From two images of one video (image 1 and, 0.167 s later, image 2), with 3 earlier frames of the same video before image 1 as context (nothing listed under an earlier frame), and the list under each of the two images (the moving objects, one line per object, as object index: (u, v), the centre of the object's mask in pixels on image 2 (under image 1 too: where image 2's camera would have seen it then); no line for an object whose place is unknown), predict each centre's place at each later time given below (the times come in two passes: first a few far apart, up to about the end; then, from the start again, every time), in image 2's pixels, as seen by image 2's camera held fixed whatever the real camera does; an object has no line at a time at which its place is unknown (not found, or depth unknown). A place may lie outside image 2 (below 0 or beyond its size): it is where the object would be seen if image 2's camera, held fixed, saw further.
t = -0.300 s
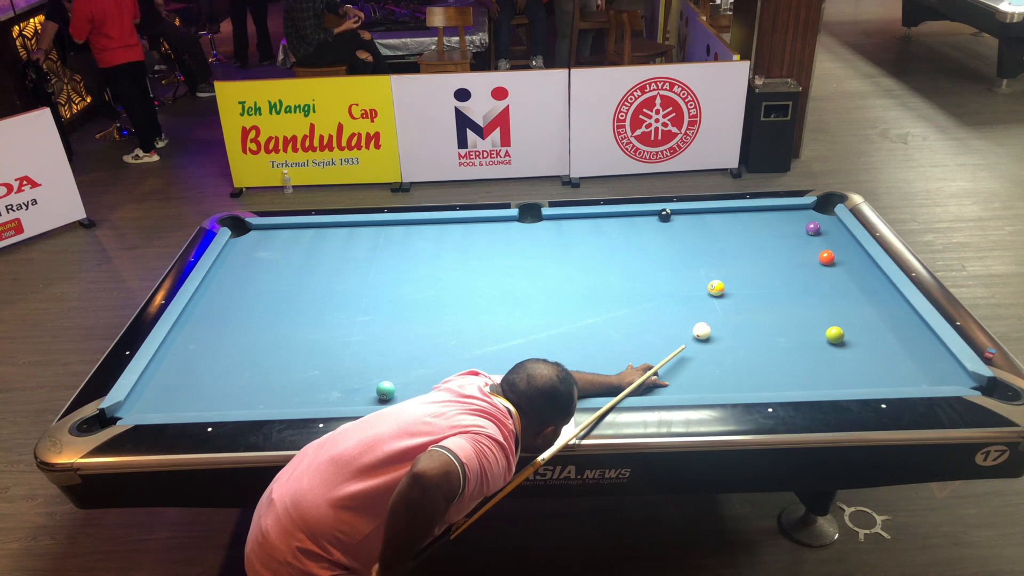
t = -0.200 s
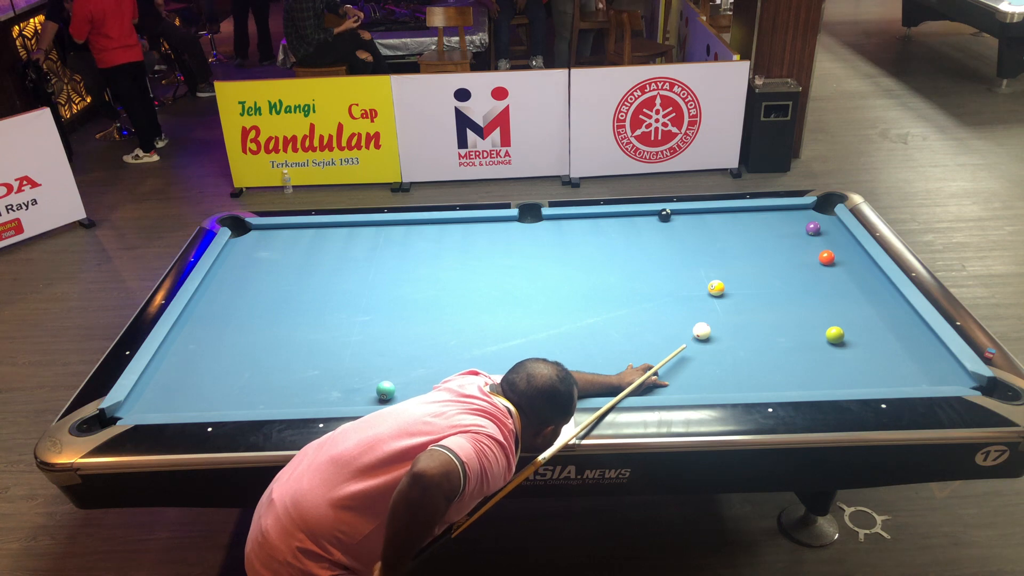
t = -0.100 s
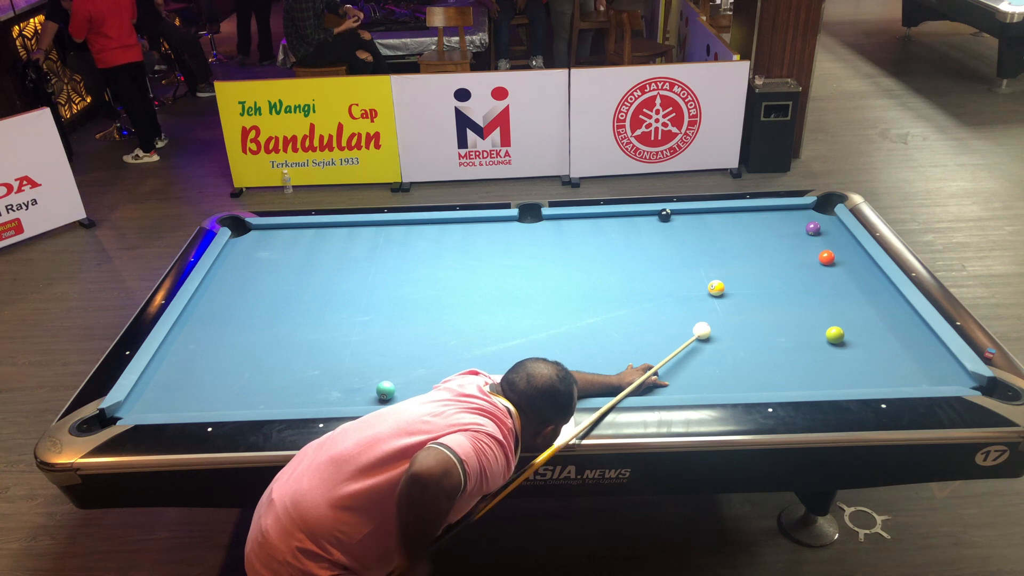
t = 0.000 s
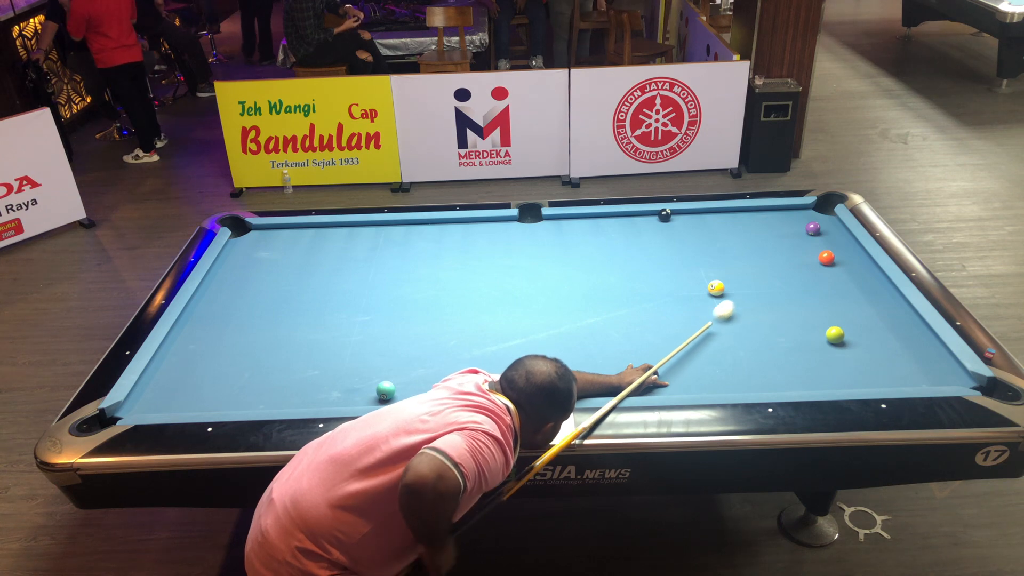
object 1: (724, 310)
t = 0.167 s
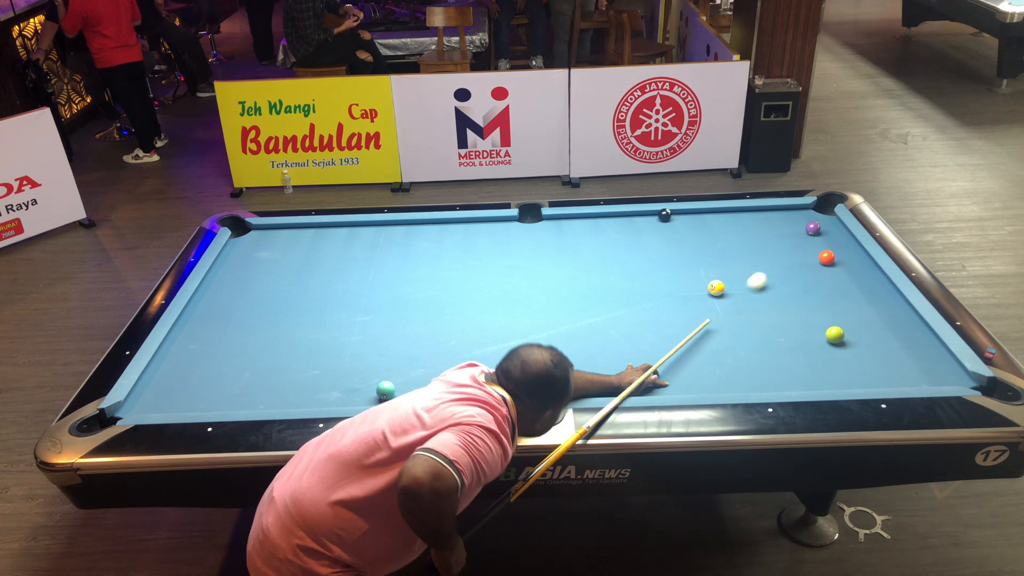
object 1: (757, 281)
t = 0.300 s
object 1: (780, 261)
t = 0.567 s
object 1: (817, 234)
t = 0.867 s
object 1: (839, 231)
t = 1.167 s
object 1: (826, 233)
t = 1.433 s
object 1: (816, 235)
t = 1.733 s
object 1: (806, 237)
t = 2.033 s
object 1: (798, 239)
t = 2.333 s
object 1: (792, 240)
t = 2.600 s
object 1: (788, 241)
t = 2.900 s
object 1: (785, 242)
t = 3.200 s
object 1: (783, 242)
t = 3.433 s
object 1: (783, 242)
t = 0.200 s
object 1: (763, 276)
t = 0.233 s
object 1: (769, 271)
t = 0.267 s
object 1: (774, 266)
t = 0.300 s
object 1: (780, 261)
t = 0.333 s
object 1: (785, 256)
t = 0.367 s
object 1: (790, 252)
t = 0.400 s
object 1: (795, 247)
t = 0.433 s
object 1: (800, 243)
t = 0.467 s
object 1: (805, 238)
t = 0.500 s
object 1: (810, 235)
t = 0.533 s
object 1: (813, 234)
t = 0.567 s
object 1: (817, 234)
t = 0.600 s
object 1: (820, 234)
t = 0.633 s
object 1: (823, 234)
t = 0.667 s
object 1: (827, 233)
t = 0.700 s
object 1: (830, 233)
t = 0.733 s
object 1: (833, 232)
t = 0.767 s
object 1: (837, 231)
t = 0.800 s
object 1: (840, 230)
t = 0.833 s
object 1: (841, 230)
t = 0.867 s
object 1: (839, 231)
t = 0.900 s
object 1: (837, 231)
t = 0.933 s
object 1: (836, 231)
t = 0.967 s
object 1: (834, 231)
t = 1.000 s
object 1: (833, 232)
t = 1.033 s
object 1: (831, 232)
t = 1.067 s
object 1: (830, 232)
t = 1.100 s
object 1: (828, 232)
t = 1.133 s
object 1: (827, 233)
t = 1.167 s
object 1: (826, 233)
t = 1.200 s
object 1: (825, 233)
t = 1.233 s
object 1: (823, 234)
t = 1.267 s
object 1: (822, 234)
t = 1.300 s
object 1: (821, 234)
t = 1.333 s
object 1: (820, 234)
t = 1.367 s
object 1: (818, 235)
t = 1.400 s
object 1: (817, 235)
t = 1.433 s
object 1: (816, 235)
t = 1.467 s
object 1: (815, 235)
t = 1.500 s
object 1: (814, 235)
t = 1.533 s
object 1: (813, 236)
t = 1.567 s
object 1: (812, 236)
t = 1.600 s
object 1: (811, 236)
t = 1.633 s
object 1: (809, 236)
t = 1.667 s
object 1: (808, 237)
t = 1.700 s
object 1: (807, 237)
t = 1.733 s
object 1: (806, 237)
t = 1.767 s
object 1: (805, 237)
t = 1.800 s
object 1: (804, 237)
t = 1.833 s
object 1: (803, 238)
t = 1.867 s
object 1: (803, 238)
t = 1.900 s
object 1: (802, 238)
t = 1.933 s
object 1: (801, 238)
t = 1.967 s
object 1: (800, 238)
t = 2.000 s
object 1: (799, 239)
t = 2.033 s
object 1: (798, 239)
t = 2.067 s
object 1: (798, 239)
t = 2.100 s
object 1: (797, 239)
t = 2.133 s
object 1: (796, 239)
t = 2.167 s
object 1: (796, 239)
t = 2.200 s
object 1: (795, 240)
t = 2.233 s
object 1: (794, 240)
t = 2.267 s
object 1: (794, 240)
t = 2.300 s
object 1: (793, 240)
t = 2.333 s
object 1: (792, 240)
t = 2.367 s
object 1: (792, 240)
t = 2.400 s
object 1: (791, 240)
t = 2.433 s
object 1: (791, 240)
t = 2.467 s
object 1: (790, 241)
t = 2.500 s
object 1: (790, 241)
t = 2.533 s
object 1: (789, 241)
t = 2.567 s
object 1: (789, 241)
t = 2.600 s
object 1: (788, 241)
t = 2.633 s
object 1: (788, 241)
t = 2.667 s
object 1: (787, 241)
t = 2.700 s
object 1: (787, 241)
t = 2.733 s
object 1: (786, 241)
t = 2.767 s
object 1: (786, 241)
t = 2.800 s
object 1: (786, 241)
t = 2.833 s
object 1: (785, 241)
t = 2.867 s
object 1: (785, 242)
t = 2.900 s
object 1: (785, 242)
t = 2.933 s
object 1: (784, 242)
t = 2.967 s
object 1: (784, 242)
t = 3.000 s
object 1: (784, 242)
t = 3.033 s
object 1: (784, 242)
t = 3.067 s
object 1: (784, 242)
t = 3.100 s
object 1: (783, 242)
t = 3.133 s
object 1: (783, 242)
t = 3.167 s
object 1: (783, 242)
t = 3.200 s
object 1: (783, 242)
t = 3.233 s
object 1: (783, 242)
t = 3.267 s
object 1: (783, 242)
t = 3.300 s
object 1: (783, 242)
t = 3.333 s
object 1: (783, 242)
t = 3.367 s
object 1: (783, 242)
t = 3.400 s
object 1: (783, 242)
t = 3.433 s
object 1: (783, 242)
